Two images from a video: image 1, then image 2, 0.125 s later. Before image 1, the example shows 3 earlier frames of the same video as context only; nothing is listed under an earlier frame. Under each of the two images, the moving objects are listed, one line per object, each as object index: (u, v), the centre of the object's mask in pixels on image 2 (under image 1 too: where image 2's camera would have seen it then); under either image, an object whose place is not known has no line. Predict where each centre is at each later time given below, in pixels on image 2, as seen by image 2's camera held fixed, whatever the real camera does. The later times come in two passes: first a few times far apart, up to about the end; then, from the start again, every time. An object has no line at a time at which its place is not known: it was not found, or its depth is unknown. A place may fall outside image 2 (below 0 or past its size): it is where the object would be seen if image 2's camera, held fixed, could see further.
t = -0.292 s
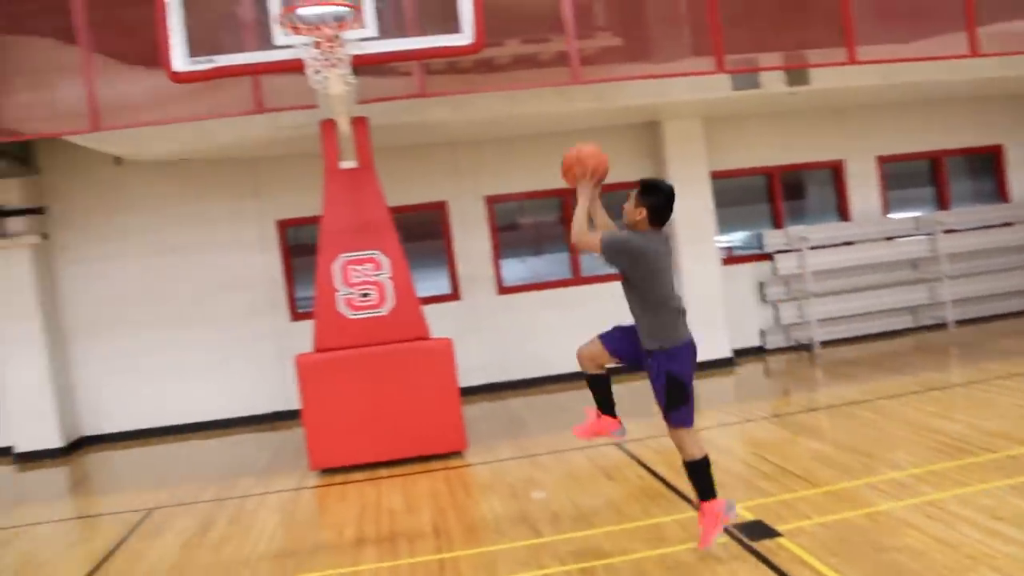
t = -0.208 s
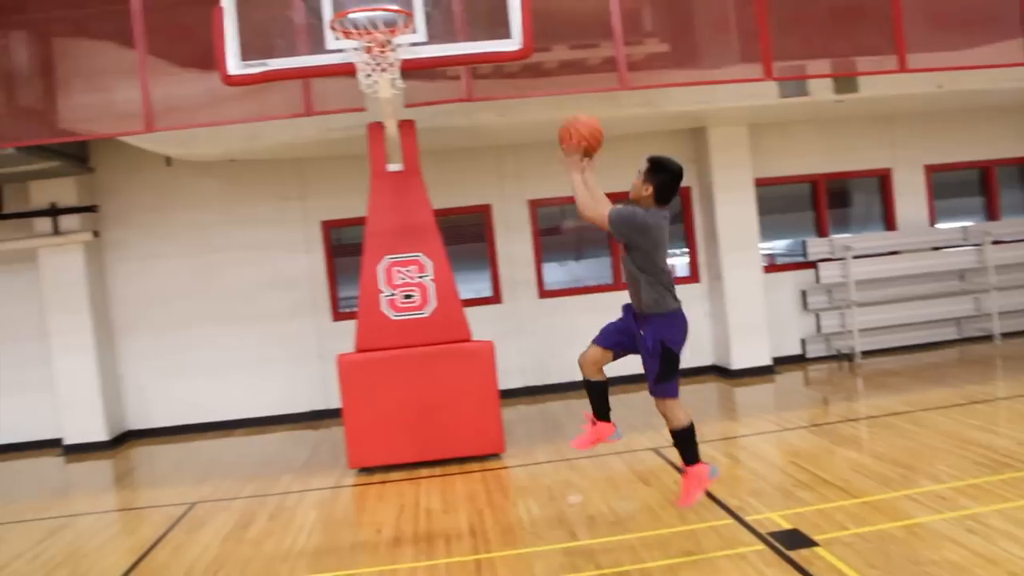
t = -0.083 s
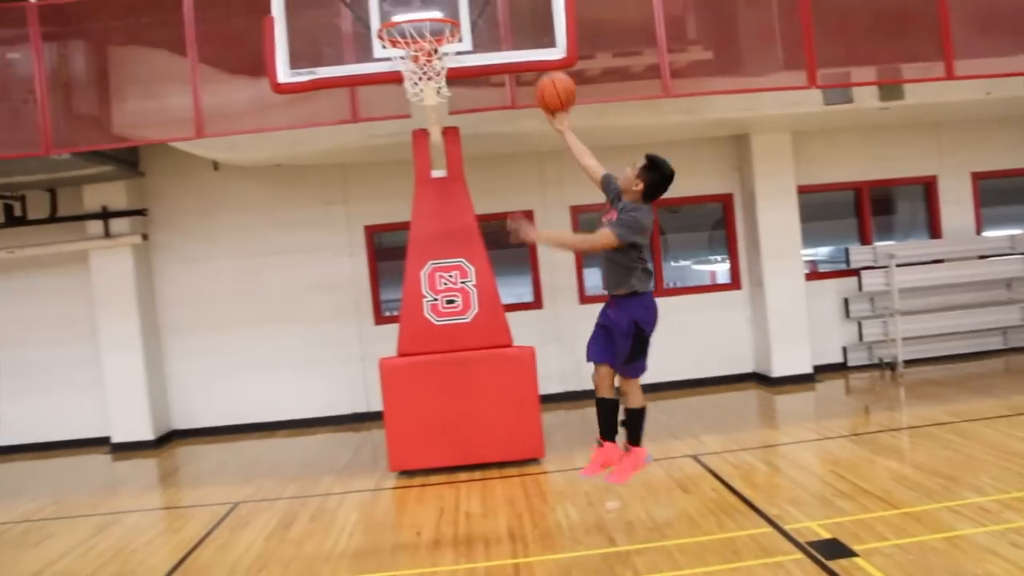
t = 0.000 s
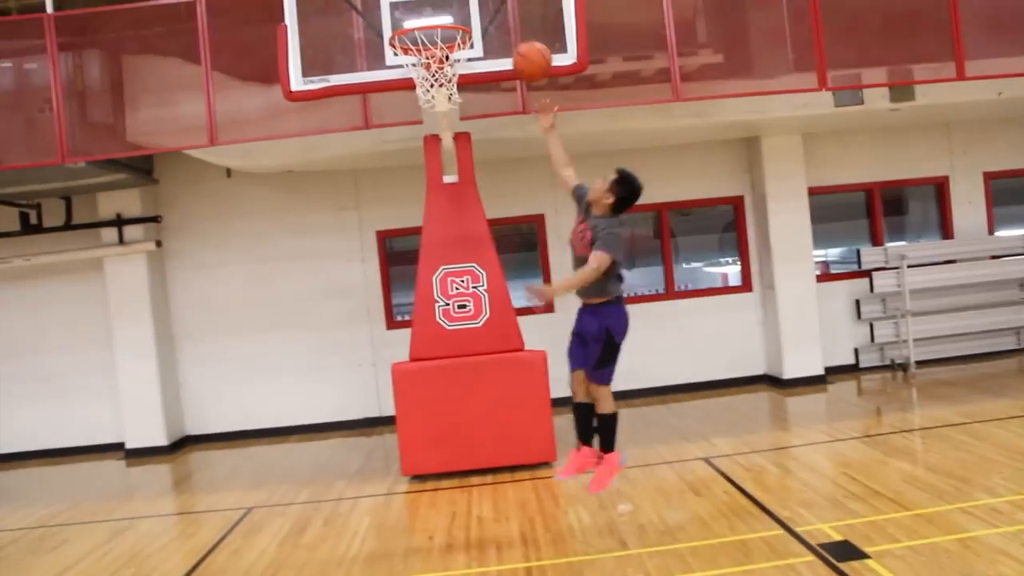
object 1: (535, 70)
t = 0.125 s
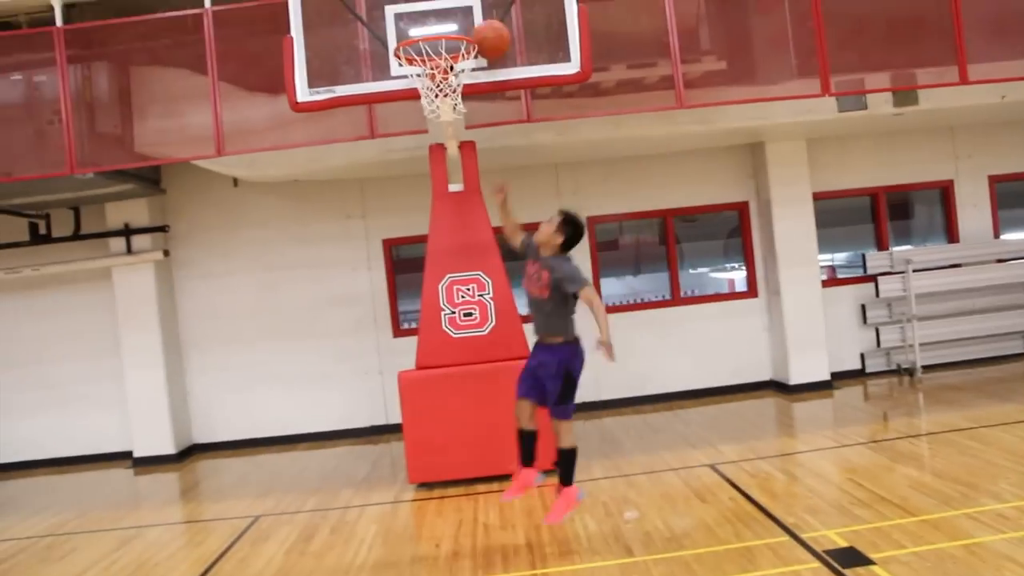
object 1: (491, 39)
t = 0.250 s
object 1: (459, 21)
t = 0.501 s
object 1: (409, 42)
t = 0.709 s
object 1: (467, 94)
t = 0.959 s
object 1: (486, 168)
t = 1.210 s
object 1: (521, 347)
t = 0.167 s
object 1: (479, 33)
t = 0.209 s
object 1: (467, 26)
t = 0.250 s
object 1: (459, 21)
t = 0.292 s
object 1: (451, 19)
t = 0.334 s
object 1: (443, 18)
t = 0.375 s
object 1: (435, 19)
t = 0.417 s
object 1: (427, 22)
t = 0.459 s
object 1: (419, 26)
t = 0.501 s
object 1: (409, 42)
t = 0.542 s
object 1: (418, 48)
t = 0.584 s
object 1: (437, 65)
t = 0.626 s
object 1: (448, 62)
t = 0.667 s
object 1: (464, 85)
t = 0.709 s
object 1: (467, 94)
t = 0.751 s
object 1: (469, 93)
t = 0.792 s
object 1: (472, 101)
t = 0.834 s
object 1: (475, 113)
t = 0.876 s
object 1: (477, 128)
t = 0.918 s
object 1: (482, 146)
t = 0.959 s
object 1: (486, 168)
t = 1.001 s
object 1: (492, 190)
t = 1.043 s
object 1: (499, 217)
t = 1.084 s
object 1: (505, 246)
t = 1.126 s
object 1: (510, 275)
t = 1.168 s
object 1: (515, 311)
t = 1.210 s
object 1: (521, 347)
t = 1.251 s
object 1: (527, 387)
